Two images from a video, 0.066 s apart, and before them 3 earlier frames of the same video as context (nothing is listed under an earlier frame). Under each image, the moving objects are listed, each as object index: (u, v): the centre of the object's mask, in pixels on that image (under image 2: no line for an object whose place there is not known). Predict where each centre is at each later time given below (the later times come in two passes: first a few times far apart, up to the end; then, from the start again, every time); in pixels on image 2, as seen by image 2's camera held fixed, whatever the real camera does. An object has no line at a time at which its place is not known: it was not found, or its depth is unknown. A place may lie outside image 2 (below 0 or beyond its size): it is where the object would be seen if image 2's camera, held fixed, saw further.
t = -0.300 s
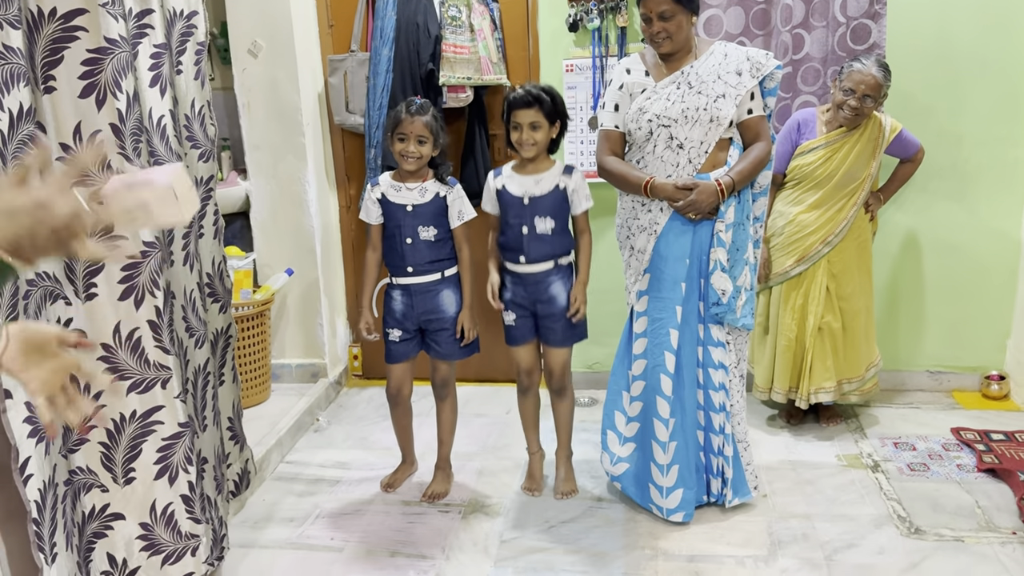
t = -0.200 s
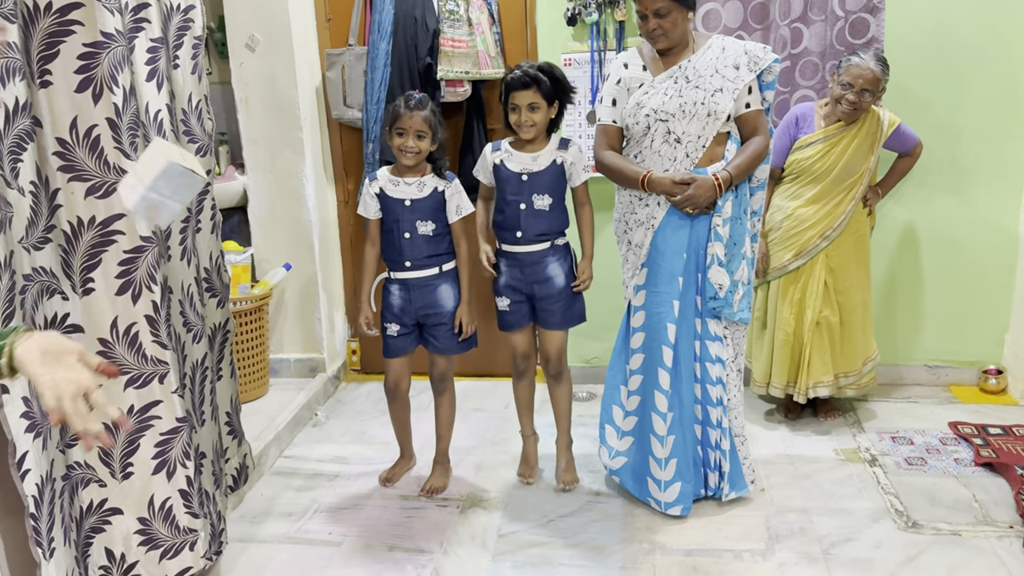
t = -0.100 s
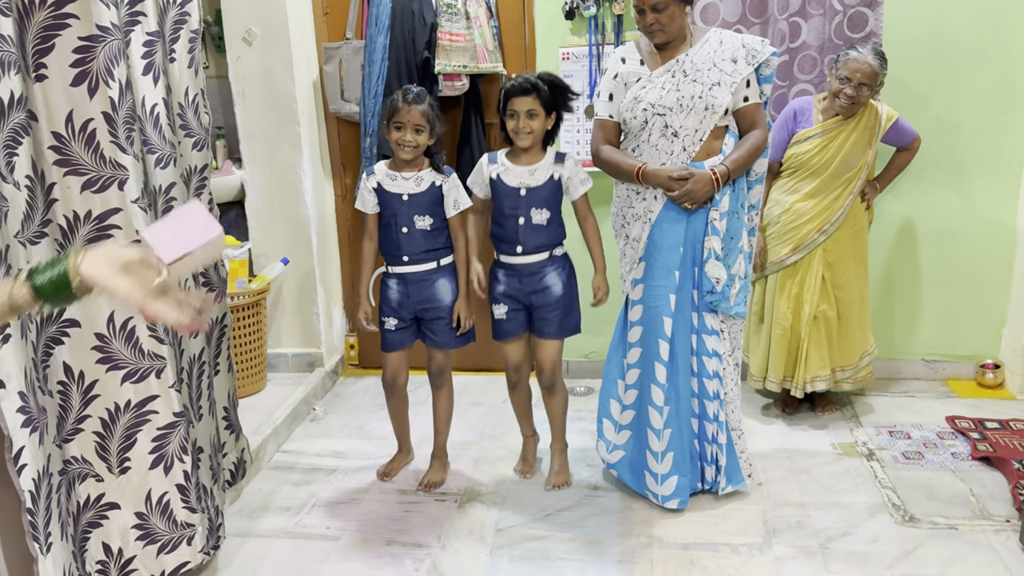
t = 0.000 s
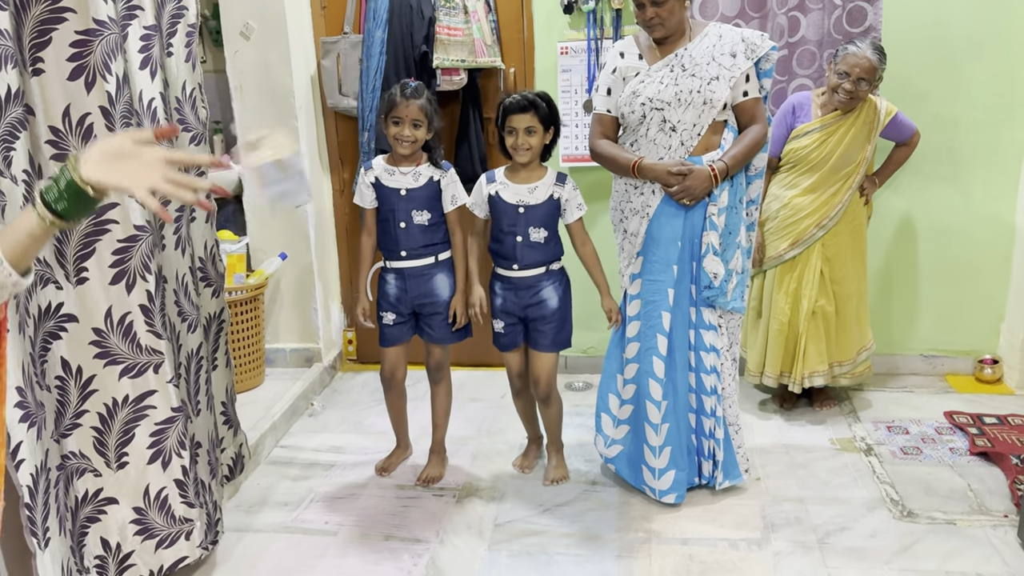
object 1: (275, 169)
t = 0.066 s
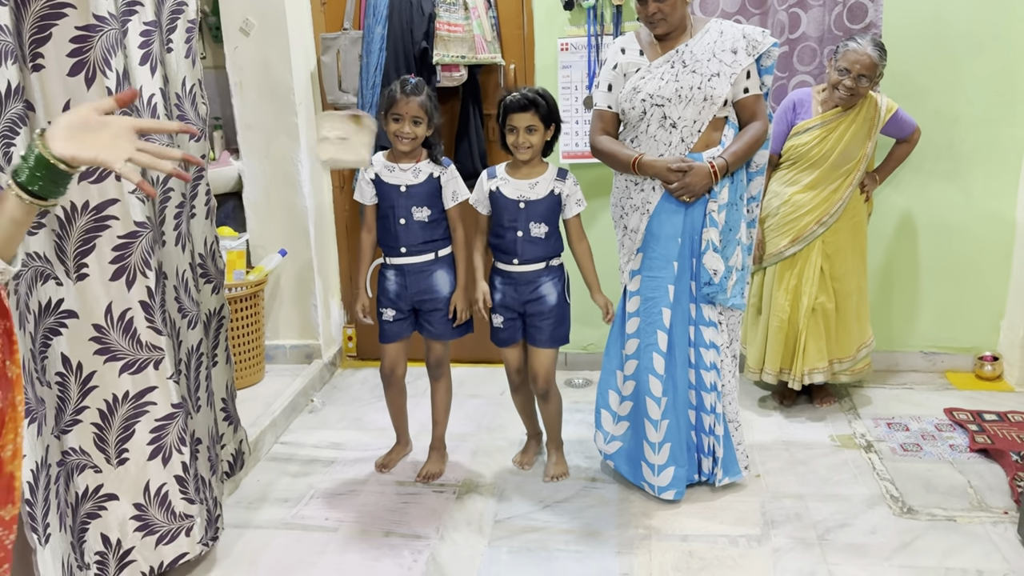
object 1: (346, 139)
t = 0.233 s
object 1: (523, 219)
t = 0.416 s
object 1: (674, 495)
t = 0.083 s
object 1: (361, 137)
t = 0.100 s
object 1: (380, 138)
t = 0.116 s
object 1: (399, 141)
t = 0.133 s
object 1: (416, 144)
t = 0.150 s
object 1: (435, 150)
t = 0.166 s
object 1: (451, 158)
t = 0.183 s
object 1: (468, 171)
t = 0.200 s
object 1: (486, 183)
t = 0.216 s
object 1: (505, 201)
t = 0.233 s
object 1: (523, 219)
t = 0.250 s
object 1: (539, 234)
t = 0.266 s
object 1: (552, 255)
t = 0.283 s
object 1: (569, 275)
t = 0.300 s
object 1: (584, 300)
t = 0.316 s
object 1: (599, 325)
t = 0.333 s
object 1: (613, 352)
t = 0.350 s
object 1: (625, 378)
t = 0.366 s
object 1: (641, 405)
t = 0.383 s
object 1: (652, 437)
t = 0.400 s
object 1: (664, 467)
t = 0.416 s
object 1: (674, 495)
